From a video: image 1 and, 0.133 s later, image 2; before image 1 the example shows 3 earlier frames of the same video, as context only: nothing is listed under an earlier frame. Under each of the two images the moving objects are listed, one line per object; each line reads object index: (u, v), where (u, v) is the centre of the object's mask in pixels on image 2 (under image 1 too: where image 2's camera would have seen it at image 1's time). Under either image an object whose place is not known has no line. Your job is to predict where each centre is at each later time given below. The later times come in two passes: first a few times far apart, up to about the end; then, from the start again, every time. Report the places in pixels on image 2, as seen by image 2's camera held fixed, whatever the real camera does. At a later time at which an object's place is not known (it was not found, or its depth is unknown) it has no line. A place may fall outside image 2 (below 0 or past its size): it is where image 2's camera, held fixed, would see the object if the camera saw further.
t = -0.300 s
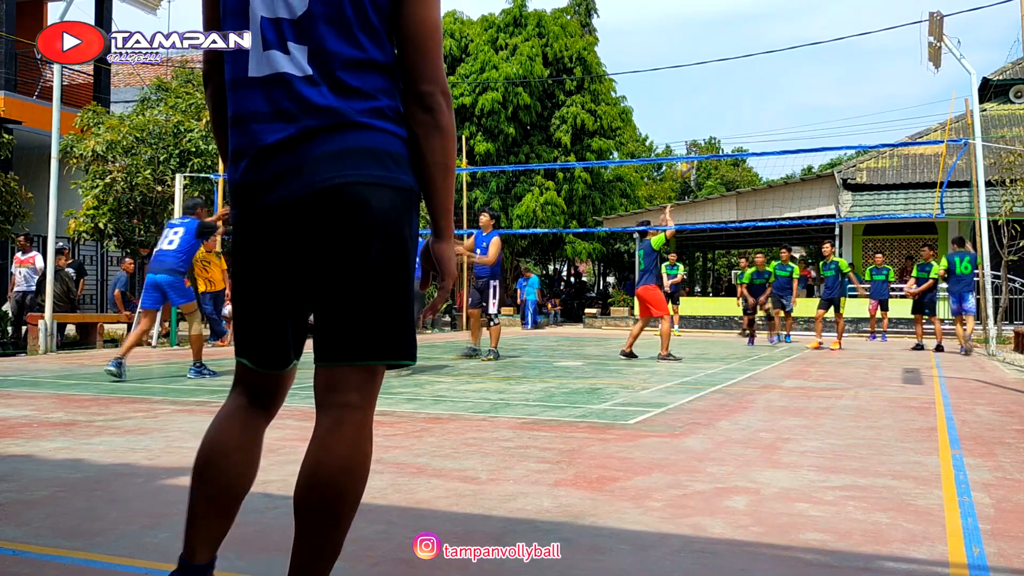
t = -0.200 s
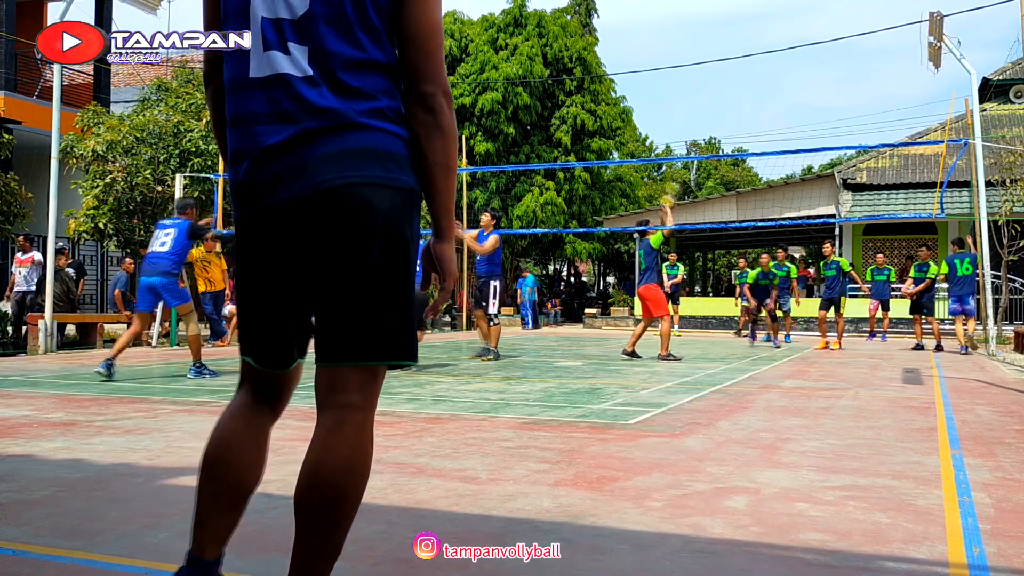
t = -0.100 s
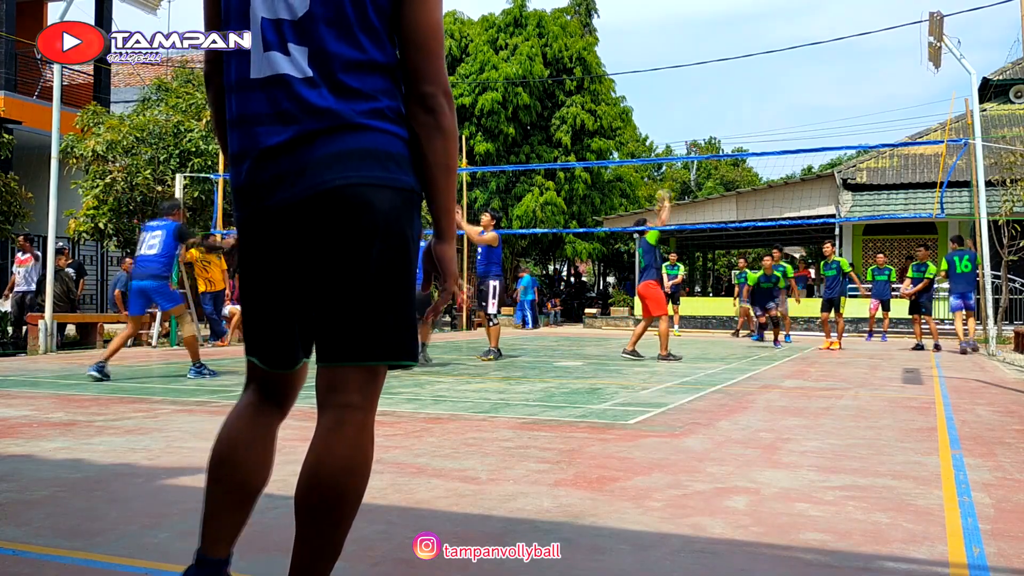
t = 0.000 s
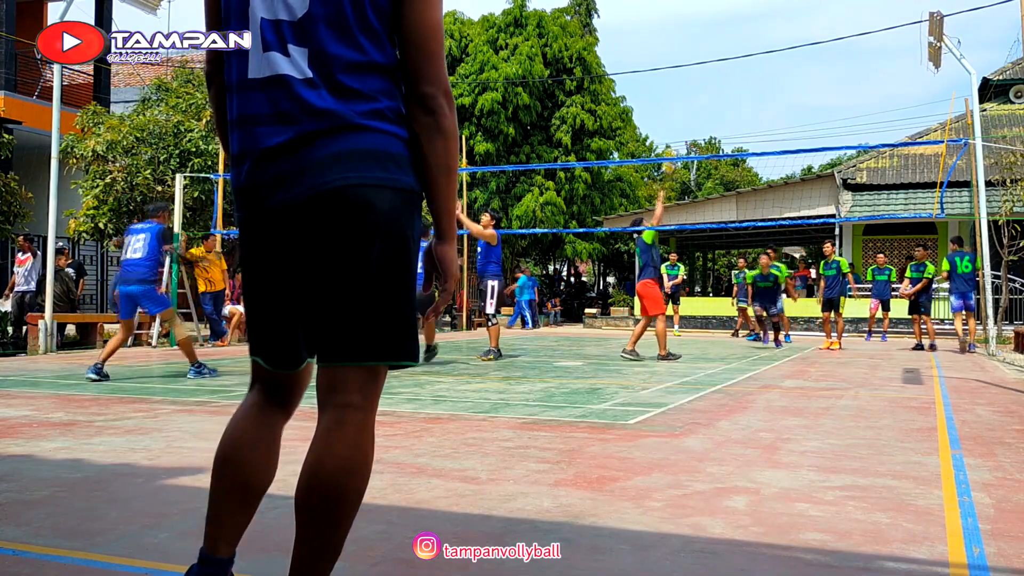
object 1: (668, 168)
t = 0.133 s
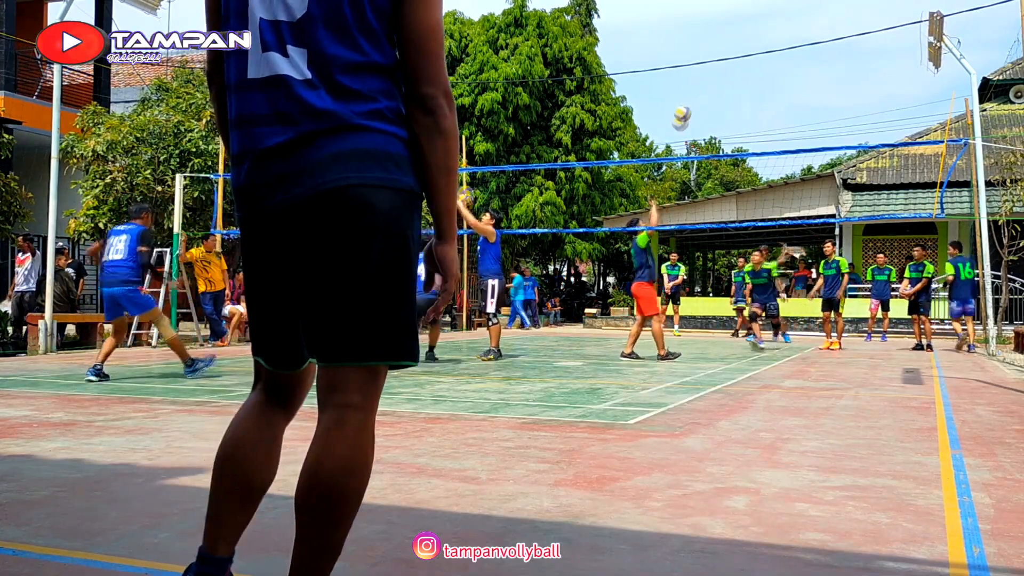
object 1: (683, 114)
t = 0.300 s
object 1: (695, 82)
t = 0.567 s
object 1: (712, 75)
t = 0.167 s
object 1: (685, 106)
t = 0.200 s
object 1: (687, 98)
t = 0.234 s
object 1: (690, 92)
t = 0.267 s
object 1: (692, 86)
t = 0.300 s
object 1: (695, 82)
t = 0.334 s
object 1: (697, 78)
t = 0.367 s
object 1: (699, 75)
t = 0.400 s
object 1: (702, 74)
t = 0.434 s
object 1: (704, 73)
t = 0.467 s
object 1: (706, 72)
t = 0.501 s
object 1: (708, 72)
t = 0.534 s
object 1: (710, 73)
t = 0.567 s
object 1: (712, 75)
